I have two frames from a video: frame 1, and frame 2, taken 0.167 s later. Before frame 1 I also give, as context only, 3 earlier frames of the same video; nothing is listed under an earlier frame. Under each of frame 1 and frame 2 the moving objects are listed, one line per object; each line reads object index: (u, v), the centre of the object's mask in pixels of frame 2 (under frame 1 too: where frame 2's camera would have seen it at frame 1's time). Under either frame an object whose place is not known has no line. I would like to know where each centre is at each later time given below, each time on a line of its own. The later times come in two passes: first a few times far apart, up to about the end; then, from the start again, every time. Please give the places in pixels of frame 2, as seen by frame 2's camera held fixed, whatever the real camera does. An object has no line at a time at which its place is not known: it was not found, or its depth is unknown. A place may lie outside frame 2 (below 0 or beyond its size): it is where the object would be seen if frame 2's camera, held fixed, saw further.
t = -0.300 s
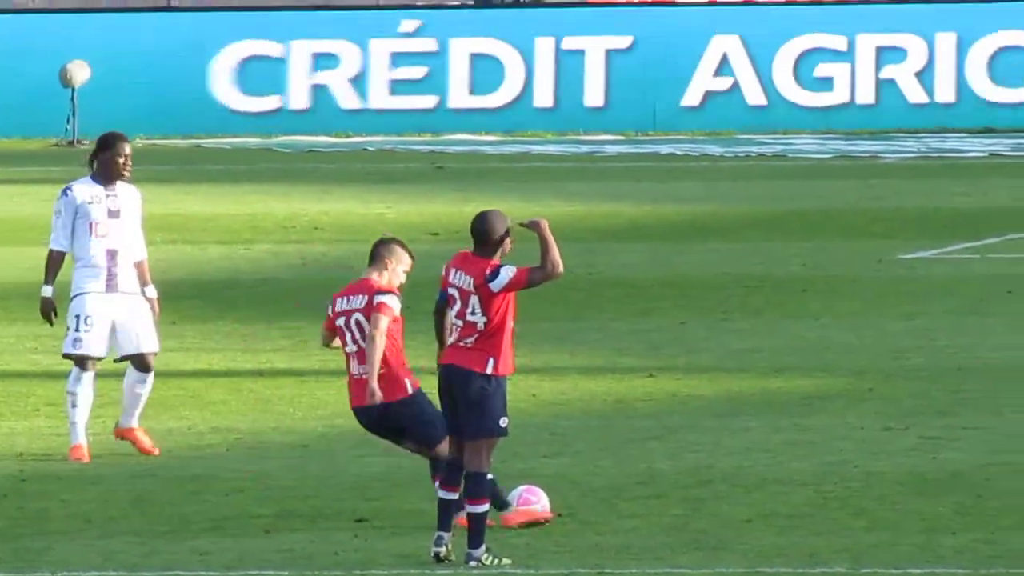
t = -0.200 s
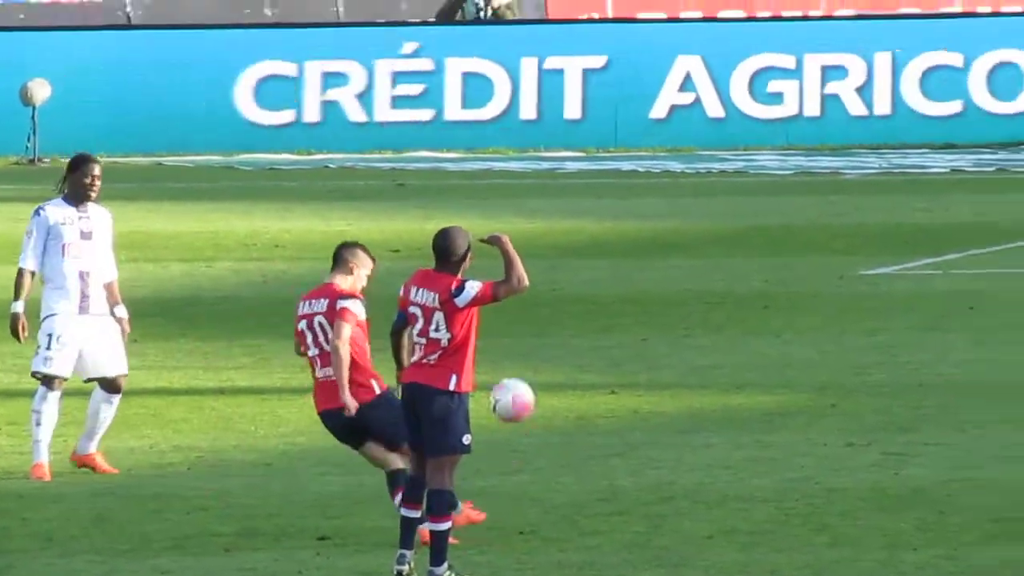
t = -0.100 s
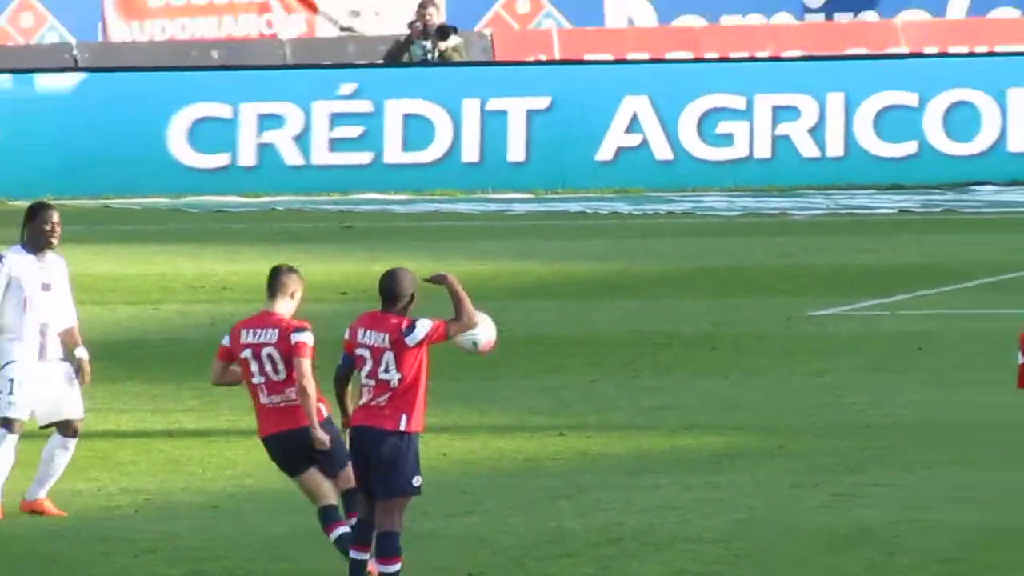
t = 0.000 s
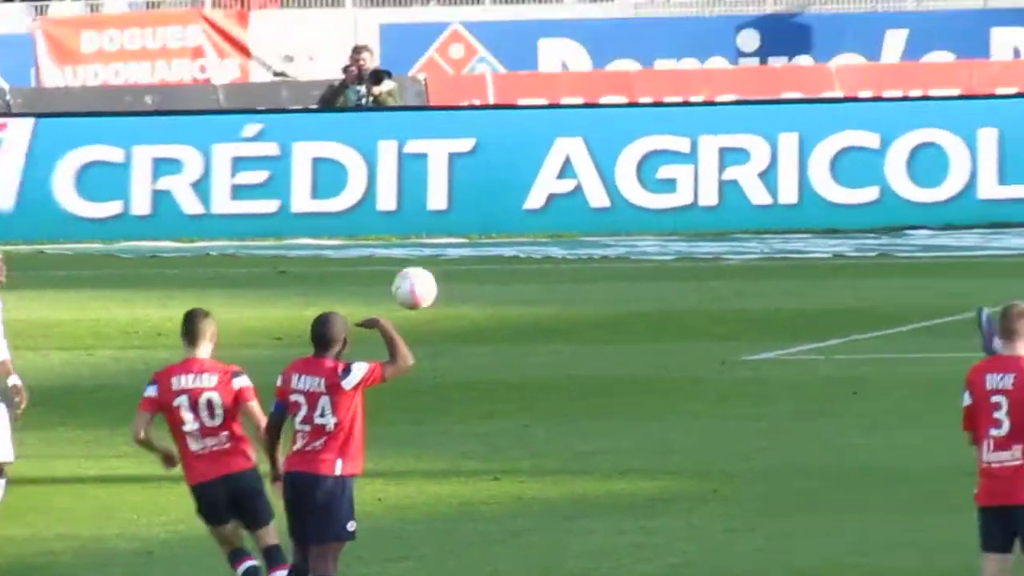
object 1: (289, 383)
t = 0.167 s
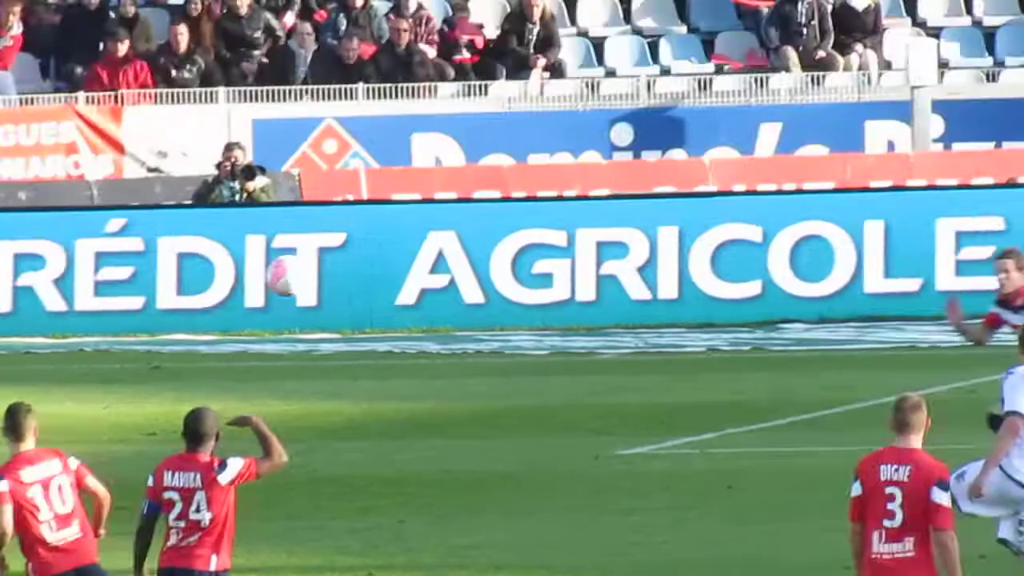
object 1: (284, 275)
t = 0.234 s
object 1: (283, 246)
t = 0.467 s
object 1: (251, 197)
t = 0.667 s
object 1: (203, 220)
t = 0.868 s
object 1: (144, 295)
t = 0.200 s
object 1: (284, 261)
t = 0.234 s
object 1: (283, 246)
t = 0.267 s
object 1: (281, 233)
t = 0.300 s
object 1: (277, 223)
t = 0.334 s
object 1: (273, 215)
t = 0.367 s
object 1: (268, 208)
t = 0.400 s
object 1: (263, 205)
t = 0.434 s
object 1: (256, 199)
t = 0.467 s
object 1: (251, 197)
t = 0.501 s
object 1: (244, 196)
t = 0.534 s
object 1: (239, 196)
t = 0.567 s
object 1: (228, 202)
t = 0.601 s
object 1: (220, 206)
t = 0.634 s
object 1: (211, 213)
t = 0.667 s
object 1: (203, 220)
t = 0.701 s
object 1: (193, 229)
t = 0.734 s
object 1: (184, 239)
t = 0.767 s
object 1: (174, 251)
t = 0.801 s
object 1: (162, 264)
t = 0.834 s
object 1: (154, 280)
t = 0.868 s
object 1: (144, 295)
